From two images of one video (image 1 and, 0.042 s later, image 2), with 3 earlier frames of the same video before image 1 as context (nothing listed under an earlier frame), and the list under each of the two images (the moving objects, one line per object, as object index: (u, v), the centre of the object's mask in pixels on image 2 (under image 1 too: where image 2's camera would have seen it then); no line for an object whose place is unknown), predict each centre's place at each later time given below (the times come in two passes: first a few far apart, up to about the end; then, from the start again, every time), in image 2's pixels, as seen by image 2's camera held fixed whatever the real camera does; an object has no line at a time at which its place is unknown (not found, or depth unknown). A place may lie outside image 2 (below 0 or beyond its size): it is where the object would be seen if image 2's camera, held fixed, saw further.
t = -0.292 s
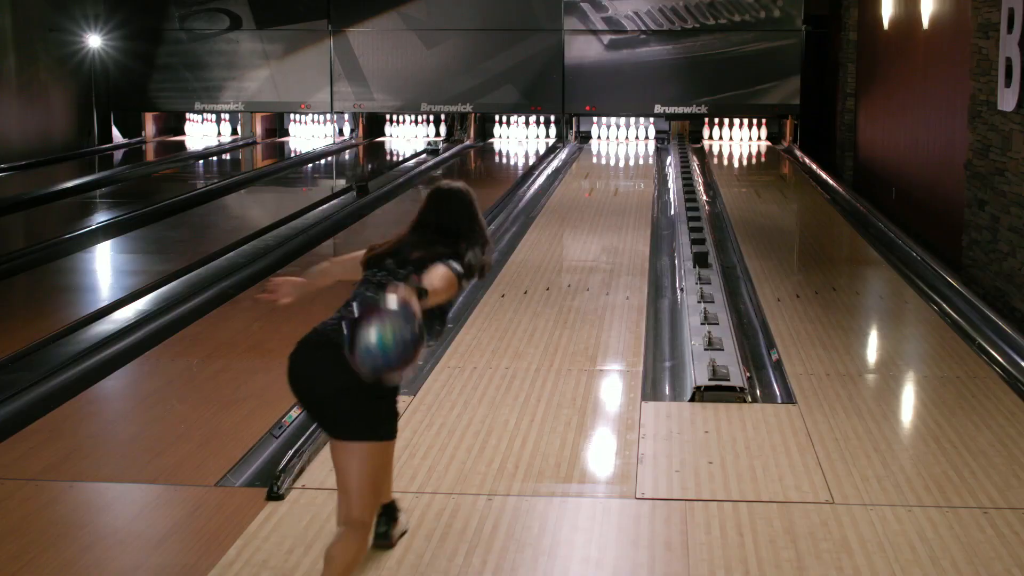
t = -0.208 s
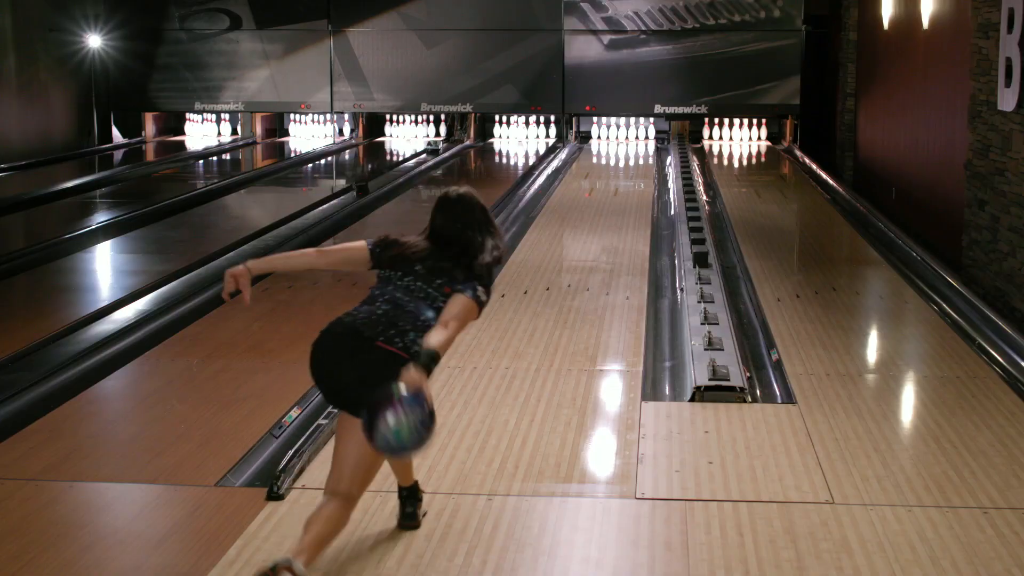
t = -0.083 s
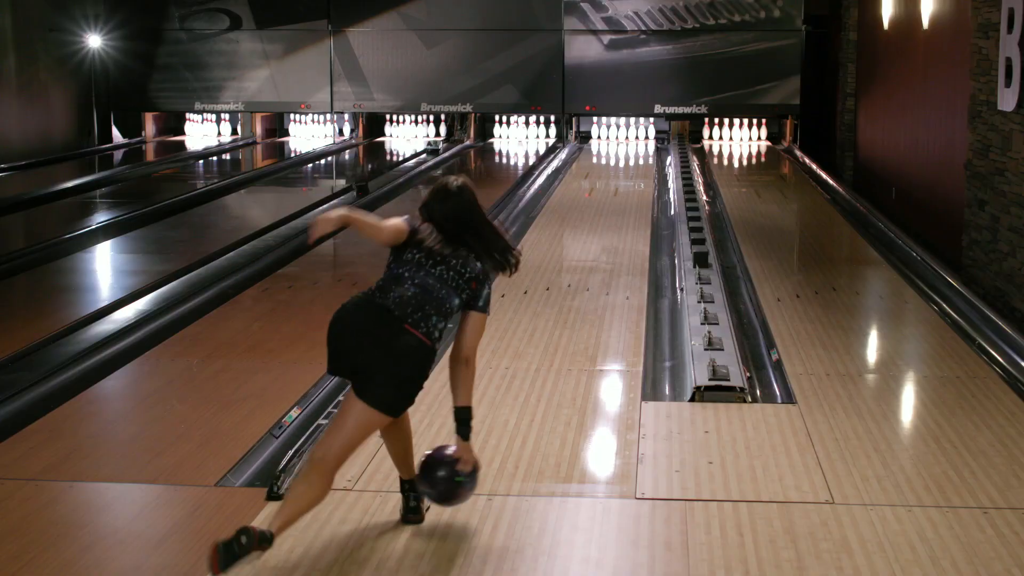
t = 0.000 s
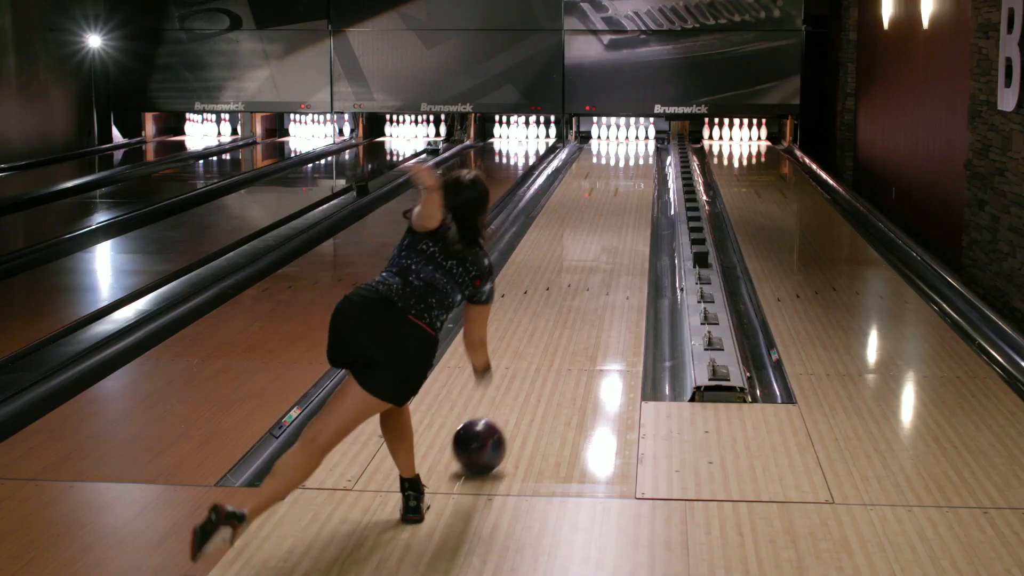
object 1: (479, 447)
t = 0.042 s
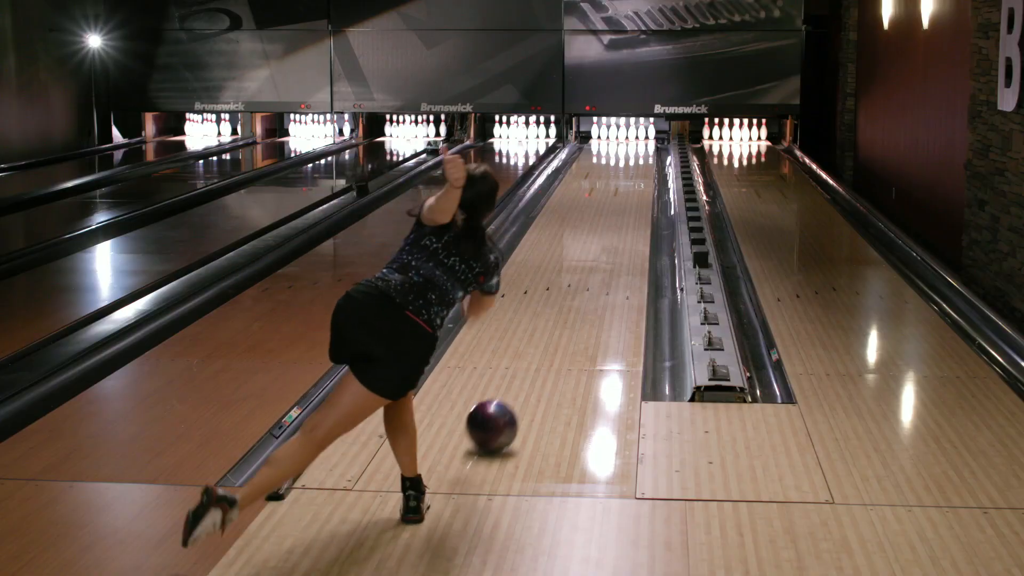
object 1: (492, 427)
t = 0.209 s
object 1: (531, 362)
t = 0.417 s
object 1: (565, 306)
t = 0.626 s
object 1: (588, 267)
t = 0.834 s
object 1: (605, 237)
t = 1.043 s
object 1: (618, 213)
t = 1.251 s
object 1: (628, 195)
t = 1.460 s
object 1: (635, 181)
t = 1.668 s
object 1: (639, 169)
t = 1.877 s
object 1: (641, 159)
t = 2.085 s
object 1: (640, 152)
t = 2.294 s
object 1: (635, 145)
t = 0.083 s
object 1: (503, 408)
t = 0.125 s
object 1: (513, 392)
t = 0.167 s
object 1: (523, 376)
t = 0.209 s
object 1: (531, 362)
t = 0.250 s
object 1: (539, 349)
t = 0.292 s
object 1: (547, 337)
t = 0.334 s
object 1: (553, 326)
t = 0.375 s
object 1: (559, 316)
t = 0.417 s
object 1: (565, 306)
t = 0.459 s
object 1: (570, 297)
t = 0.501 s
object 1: (575, 289)
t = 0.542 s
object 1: (580, 281)
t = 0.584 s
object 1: (585, 272)
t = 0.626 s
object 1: (588, 267)
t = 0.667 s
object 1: (592, 260)
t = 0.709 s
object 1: (596, 254)
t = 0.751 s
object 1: (599, 248)
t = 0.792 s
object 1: (602, 242)
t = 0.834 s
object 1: (605, 237)
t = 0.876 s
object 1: (608, 232)
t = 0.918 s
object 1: (611, 227)
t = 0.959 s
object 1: (614, 222)
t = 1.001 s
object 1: (616, 217)
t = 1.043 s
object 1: (618, 213)
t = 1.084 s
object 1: (620, 209)
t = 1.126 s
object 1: (623, 206)
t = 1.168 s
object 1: (625, 202)
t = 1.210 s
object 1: (626, 199)
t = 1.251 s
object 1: (628, 195)
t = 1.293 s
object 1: (630, 192)
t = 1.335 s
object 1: (631, 189)
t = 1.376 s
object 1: (633, 186)
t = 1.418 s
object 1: (634, 184)
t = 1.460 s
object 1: (635, 181)
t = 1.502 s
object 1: (636, 178)
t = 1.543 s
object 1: (637, 176)
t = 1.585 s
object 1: (638, 174)
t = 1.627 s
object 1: (639, 171)
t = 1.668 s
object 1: (639, 169)
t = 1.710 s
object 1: (640, 167)
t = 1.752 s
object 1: (640, 165)
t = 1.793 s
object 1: (640, 163)
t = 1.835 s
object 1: (641, 161)
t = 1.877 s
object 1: (641, 159)
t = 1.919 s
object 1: (641, 158)
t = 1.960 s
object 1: (641, 156)
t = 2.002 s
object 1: (641, 154)
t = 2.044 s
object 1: (640, 153)
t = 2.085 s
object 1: (640, 152)
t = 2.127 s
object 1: (639, 150)
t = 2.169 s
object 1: (639, 149)
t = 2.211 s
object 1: (638, 147)
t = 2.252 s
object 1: (636, 146)
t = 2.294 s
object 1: (635, 145)
